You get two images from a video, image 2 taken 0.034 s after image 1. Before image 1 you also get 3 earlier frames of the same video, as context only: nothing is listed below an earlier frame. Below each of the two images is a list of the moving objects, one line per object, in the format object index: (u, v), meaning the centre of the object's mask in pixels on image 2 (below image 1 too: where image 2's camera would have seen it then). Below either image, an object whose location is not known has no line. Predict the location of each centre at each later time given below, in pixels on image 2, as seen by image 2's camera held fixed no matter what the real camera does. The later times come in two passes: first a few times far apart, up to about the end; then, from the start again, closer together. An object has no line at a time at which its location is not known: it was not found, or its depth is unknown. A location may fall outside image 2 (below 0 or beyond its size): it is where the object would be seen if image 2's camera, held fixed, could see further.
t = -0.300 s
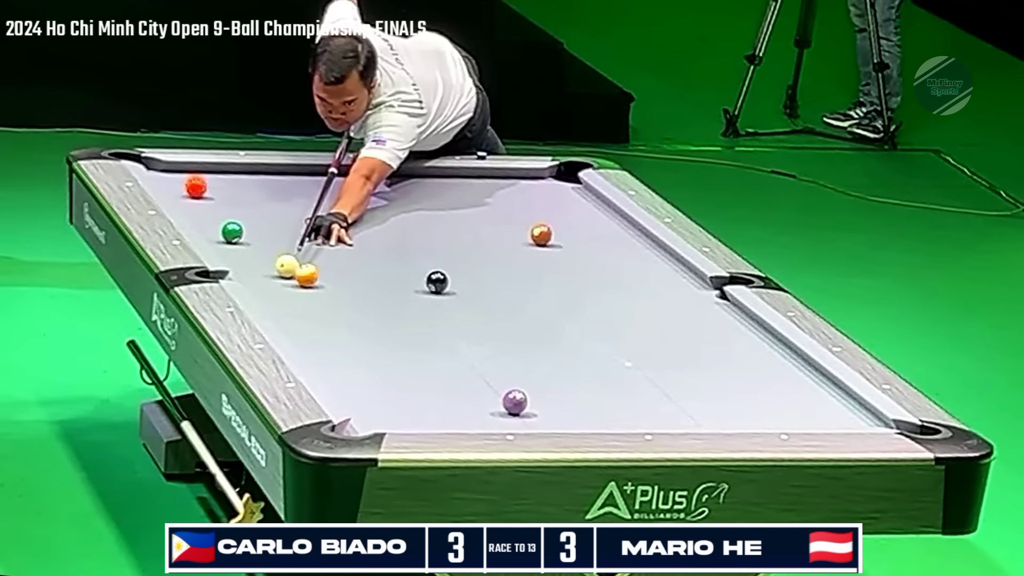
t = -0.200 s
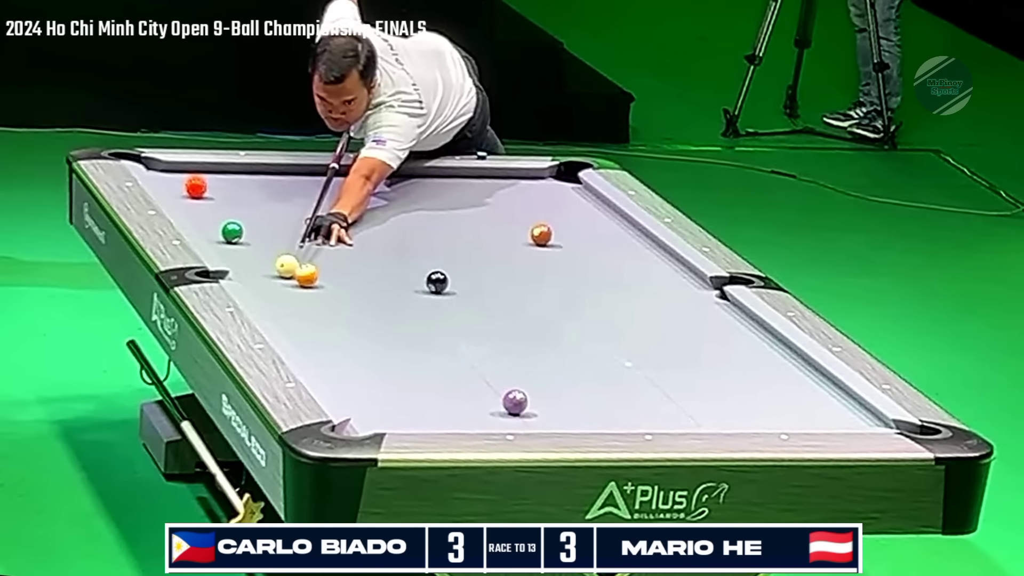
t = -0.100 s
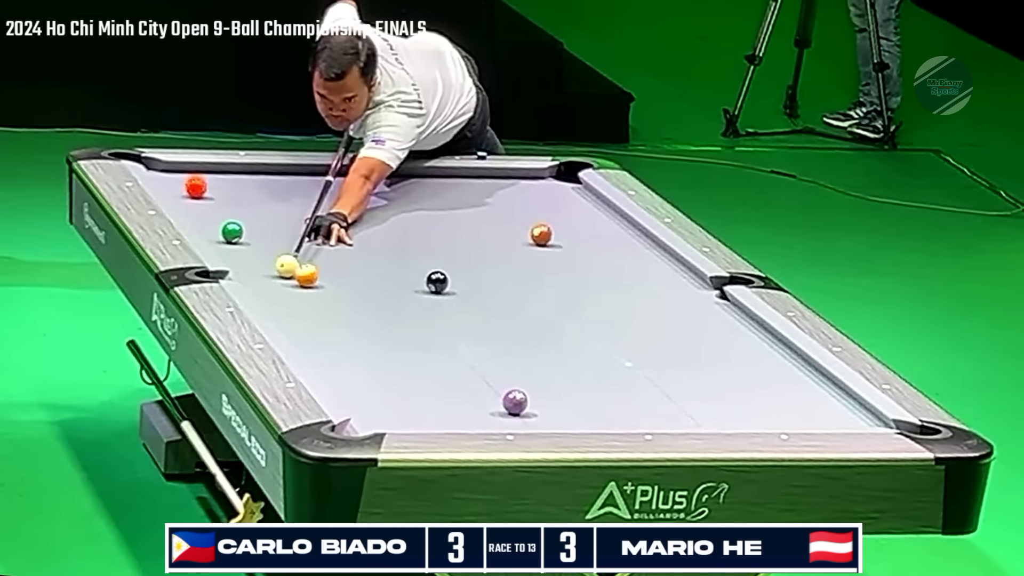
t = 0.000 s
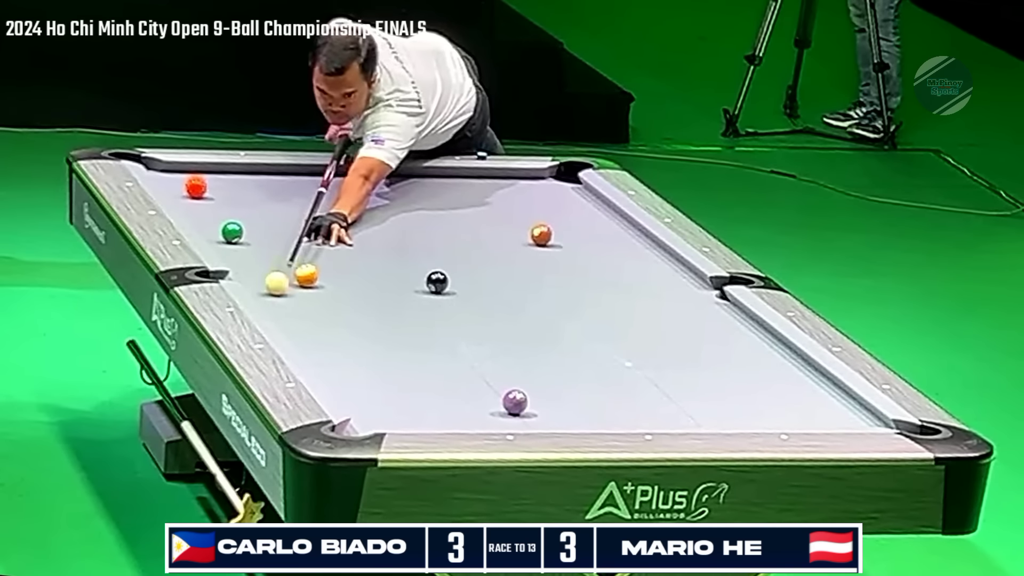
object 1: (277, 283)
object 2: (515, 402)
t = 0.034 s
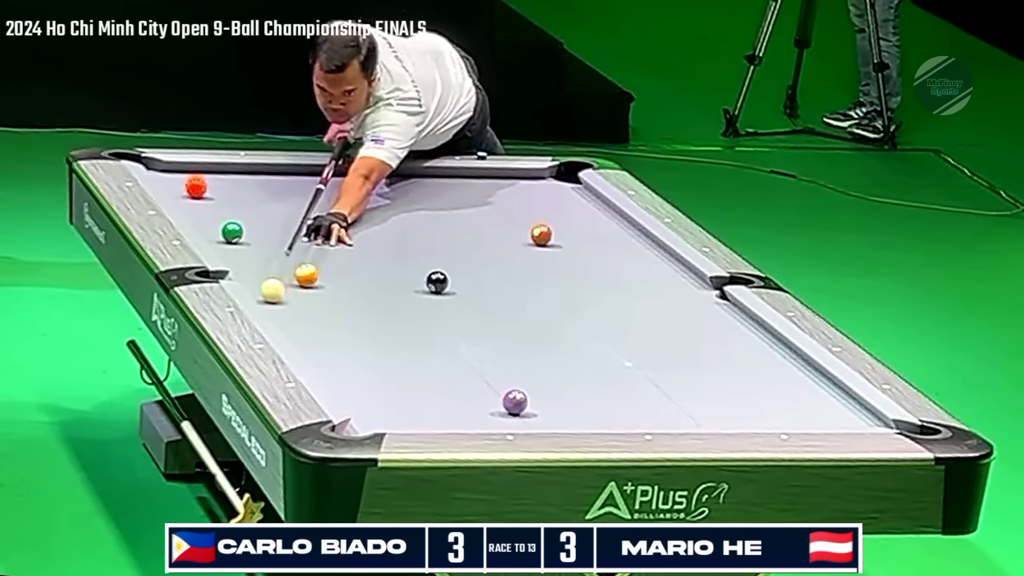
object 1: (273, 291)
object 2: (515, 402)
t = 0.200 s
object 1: (306, 326)
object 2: (515, 402)
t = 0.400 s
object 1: (376, 368)
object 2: (515, 402)
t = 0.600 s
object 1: (449, 413)
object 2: (515, 402)
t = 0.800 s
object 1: (494, 408)
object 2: (516, 401)
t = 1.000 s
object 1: (466, 392)
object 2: (573, 393)
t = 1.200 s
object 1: (447, 380)
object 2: (621, 386)
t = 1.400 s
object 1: (430, 369)
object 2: (665, 379)
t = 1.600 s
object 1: (415, 359)
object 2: (708, 372)
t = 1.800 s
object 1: (399, 349)
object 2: (749, 366)
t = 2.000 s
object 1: (385, 340)
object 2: (789, 361)
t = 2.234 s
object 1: (369, 330)
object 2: (771, 356)
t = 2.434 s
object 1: (356, 321)
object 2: (746, 352)
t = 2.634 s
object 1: (344, 313)
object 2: (722, 349)
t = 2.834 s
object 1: (333, 306)
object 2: (699, 347)
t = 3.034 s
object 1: (322, 299)
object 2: (678, 343)
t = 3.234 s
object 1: (312, 293)
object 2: (657, 341)
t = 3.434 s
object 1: (302, 287)
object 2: (638, 339)
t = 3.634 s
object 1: (293, 281)
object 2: (620, 336)
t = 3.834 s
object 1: (285, 275)
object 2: (603, 334)
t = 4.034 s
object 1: (274, 271)
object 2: (588, 332)
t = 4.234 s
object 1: (266, 266)
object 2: (573, 331)
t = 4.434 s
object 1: (258, 262)
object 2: (561, 329)
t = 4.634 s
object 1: (250, 258)
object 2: (549, 328)
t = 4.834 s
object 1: (243, 255)
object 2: (538, 327)
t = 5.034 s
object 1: (237, 252)
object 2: (529, 325)
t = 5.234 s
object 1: (231, 249)
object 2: (521, 324)
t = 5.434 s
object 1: (225, 246)
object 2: (513, 324)
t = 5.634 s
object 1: (221, 243)
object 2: (507, 323)
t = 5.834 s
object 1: (217, 241)
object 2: (502, 323)
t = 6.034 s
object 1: (212, 238)
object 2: (499, 323)
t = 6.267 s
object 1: (212, 237)
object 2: (496, 322)
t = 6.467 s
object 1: (212, 236)
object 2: (496, 322)
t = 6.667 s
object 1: (211, 235)
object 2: (496, 322)
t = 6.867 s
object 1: (211, 235)
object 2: (495, 322)
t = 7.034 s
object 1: (211, 235)
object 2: (495, 322)
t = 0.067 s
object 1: (268, 298)
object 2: (515, 402)
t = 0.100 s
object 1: (267, 304)
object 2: (515, 402)
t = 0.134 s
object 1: (279, 312)
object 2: (515, 402)
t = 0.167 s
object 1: (293, 320)
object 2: (515, 402)
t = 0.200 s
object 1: (306, 326)
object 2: (515, 402)
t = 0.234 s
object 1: (318, 333)
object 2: (515, 402)
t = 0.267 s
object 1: (330, 340)
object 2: (515, 402)
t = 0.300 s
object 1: (342, 347)
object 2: (515, 402)
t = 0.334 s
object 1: (353, 354)
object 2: (515, 402)
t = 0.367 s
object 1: (364, 361)
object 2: (515, 402)
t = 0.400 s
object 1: (376, 368)
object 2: (515, 402)
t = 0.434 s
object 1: (388, 375)
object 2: (515, 402)
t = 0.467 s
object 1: (400, 383)
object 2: (515, 402)
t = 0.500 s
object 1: (412, 391)
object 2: (515, 402)
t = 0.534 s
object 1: (424, 398)
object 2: (515, 402)
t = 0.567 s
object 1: (437, 406)
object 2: (515, 402)
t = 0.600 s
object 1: (449, 413)
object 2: (515, 402)
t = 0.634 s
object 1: (460, 418)
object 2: (515, 402)
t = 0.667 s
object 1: (474, 422)
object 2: (515, 402)
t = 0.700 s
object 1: (480, 419)
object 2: (515, 402)
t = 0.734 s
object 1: (484, 416)
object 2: (515, 402)
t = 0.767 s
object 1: (488, 413)
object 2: (515, 402)
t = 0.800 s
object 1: (494, 408)
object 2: (516, 401)
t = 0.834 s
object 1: (492, 404)
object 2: (522, 400)
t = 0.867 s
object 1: (486, 401)
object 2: (533, 399)
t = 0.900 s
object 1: (480, 399)
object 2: (544, 397)
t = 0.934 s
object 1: (475, 396)
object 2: (554, 395)
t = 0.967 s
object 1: (470, 394)
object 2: (564, 394)
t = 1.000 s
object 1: (466, 392)
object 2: (573, 393)
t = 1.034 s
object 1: (462, 390)
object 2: (581, 392)
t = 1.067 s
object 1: (460, 388)
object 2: (589, 390)
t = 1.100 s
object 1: (457, 386)
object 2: (597, 389)
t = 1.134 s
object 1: (453, 384)
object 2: (605, 388)
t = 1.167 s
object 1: (450, 382)
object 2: (613, 387)
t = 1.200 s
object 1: (447, 380)
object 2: (621, 386)
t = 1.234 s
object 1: (444, 379)
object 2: (628, 384)
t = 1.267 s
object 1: (442, 376)
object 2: (636, 383)
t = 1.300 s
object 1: (439, 375)
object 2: (643, 382)
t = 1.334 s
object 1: (436, 373)
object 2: (650, 381)
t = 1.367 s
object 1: (433, 371)
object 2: (658, 380)
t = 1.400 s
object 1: (430, 369)
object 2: (665, 379)
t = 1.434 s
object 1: (428, 368)
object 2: (673, 378)
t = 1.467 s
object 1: (425, 366)
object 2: (680, 377)
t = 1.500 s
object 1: (422, 364)
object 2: (687, 376)
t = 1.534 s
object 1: (420, 363)
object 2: (694, 375)
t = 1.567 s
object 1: (417, 360)
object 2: (701, 374)
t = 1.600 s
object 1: (415, 359)
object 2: (708, 372)
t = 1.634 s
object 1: (412, 357)
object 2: (715, 371)
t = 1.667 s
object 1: (409, 355)
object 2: (722, 370)
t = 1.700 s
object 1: (407, 354)
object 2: (729, 369)
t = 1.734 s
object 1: (404, 352)
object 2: (735, 369)
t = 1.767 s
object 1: (402, 350)
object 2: (742, 367)
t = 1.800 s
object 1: (399, 349)
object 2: (749, 366)
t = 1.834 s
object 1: (396, 347)
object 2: (755, 365)
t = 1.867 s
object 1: (394, 346)
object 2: (762, 364)
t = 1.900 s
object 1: (392, 344)
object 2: (769, 364)
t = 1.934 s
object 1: (390, 343)
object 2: (775, 363)
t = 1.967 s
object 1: (387, 341)
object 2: (782, 362)
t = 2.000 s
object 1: (385, 340)
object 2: (789, 361)
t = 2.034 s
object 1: (382, 338)
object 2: (794, 360)
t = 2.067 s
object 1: (380, 337)
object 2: (798, 359)
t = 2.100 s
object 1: (378, 335)
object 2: (791, 358)
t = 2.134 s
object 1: (375, 334)
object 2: (785, 357)
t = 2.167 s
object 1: (373, 332)
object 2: (780, 357)
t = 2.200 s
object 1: (371, 331)
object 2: (776, 356)
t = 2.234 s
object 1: (369, 330)
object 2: (771, 356)
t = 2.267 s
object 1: (366, 328)
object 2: (767, 355)
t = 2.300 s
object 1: (364, 327)
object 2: (763, 355)
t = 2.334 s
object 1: (362, 325)
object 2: (759, 354)
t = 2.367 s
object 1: (360, 324)
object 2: (754, 353)
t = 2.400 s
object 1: (358, 322)
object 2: (750, 353)
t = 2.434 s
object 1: (356, 321)
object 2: (746, 352)
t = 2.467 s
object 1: (354, 320)
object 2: (742, 352)
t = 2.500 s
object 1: (352, 318)
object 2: (738, 351)
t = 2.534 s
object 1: (350, 317)
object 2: (734, 351)
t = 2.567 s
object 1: (348, 316)
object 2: (730, 350)
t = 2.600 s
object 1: (346, 315)
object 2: (726, 350)
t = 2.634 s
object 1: (344, 313)
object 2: (722, 349)
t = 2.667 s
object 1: (342, 312)
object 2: (718, 349)
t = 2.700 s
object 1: (340, 311)
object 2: (714, 348)
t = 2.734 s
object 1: (338, 310)
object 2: (710, 348)
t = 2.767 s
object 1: (337, 308)
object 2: (706, 347)
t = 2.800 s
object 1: (334, 308)
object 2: (702, 347)
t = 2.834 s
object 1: (333, 306)
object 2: (699, 347)
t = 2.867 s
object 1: (331, 305)
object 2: (695, 346)
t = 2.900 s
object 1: (329, 304)
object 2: (692, 345)
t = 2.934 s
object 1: (327, 303)
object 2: (688, 345)
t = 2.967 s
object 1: (325, 302)
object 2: (684, 344)
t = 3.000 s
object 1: (324, 300)
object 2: (680, 344)
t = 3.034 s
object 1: (322, 299)
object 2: (678, 343)
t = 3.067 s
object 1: (320, 298)
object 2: (674, 343)
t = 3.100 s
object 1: (319, 297)
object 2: (671, 342)
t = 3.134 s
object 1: (317, 296)
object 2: (667, 342)
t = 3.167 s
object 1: (315, 295)
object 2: (664, 341)
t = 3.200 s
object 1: (313, 294)
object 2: (660, 341)
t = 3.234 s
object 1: (312, 293)
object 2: (657, 341)
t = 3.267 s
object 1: (310, 292)
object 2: (654, 340)
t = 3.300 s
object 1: (308, 291)
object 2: (650, 340)
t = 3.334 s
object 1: (307, 289)
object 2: (647, 339)
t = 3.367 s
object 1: (305, 289)
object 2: (644, 339)
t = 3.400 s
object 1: (303, 288)
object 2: (641, 339)
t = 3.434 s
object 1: (302, 287)
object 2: (638, 339)
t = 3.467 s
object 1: (300, 286)
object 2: (635, 338)
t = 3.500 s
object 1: (299, 285)
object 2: (632, 338)
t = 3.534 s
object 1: (297, 284)
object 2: (629, 337)
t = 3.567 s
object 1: (296, 283)
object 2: (626, 337)
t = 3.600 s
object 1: (295, 282)
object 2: (623, 337)
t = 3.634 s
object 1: (293, 281)
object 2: (620, 336)
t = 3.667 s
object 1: (292, 280)
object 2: (617, 336)
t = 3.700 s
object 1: (290, 279)
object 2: (614, 335)
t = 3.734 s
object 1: (289, 278)
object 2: (611, 335)
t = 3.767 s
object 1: (287, 277)
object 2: (609, 335)
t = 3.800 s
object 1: (286, 277)
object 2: (606, 335)
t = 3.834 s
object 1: (285, 275)
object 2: (603, 334)
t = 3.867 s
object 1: (283, 275)
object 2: (601, 334)
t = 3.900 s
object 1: (282, 274)
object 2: (598, 333)
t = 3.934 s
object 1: (280, 273)
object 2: (595, 333)
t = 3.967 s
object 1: (278, 272)
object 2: (593, 333)
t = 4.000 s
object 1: (277, 271)
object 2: (590, 332)
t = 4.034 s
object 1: (274, 271)
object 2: (588, 332)
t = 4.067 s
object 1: (273, 270)
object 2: (585, 332)
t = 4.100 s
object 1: (272, 269)
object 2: (583, 332)
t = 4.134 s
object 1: (270, 268)
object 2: (580, 331)
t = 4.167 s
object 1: (269, 267)
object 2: (578, 331)
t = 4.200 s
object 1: (267, 267)
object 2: (576, 331)
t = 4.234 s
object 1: (266, 266)
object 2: (573, 331)
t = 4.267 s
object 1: (265, 266)
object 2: (571, 330)
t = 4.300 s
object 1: (263, 265)
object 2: (569, 330)
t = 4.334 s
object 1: (262, 264)
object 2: (567, 330)
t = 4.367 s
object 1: (260, 263)
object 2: (565, 329)
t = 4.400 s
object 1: (259, 263)
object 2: (563, 329)
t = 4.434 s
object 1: (258, 262)
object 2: (561, 329)
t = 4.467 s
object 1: (256, 262)
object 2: (559, 329)
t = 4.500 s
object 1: (255, 261)
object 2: (557, 328)
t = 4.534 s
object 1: (254, 260)
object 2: (555, 328)
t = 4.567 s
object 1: (253, 260)
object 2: (553, 328)
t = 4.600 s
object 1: (251, 259)
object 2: (551, 328)
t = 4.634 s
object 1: (250, 258)
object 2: (549, 328)
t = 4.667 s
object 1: (249, 258)
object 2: (547, 328)
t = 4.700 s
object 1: (247, 257)
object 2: (545, 327)
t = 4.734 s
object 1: (247, 257)
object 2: (543, 327)
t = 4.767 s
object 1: (246, 256)
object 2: (541, 327)
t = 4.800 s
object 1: (244, 255)
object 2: (540, 327)
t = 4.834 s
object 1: (243, 255)
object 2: (538, 327)
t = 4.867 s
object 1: (242, 254)
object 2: (536, 326)
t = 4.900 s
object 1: (241, 253)
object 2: (535, 326)
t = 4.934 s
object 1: (240, 253)
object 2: (533, 326)
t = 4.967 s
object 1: (239, 253)
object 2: (532, 326)
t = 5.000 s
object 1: (238, 252)
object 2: (531, 325)
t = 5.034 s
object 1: (237, 252)
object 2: (529, 325)
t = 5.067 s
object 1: (236, 251)
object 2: (528, 325)
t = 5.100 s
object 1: (235, 251)
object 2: (526, 325)
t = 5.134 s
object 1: (234, 250)
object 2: (525, 325)
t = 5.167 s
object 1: (233, 250)
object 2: (523, 324)
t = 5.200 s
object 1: (232, 249)
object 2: (522, 324)
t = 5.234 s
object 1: (231, 249)
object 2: (521, 324)
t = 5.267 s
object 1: (230, 248)
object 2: (519, 324)
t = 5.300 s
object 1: (229, 248)
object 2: (518, 324)
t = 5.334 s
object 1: (228, 248)
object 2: (517, 324)
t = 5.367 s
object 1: (227, 247)
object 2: (516, 324)
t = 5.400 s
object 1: (226, 247)
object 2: (515, 324)
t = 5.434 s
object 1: (225, 246)
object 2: (513, 324)
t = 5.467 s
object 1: (224, 246)
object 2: (512, 324)
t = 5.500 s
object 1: (224, 245)
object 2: (511, 324)
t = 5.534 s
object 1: (223, 245)
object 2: (510, 324)
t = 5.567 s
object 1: (222, 244)
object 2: (509, 323)
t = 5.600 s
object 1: (221, 244)
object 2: (508, 324)
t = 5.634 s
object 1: (221, 243)
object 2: (507, 323)
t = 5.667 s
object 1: (220, 243)
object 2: (506, 323)
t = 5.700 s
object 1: (219, 242)
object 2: (506, 323)
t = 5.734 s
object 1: (218, 242)
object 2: (505, 323)
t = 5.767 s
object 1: (218, 242)
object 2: (504, 323)
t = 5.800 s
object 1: (217, 241)
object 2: (503, 323)
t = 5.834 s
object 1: (217, 241)
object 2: (502, 323)
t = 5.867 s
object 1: (216, 240)
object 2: (502, 323)
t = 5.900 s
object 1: (215, 240)
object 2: (501, 323)
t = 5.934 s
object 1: (214, 239)
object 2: (500, 323)
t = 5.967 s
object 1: (213, 238)
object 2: (500, 323)
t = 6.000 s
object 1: (213, 238)
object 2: (499, 323)
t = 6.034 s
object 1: (212, 238)
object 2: (499, 323)
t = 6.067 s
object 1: (212, 237)
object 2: (498, 323)
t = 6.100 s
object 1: (212, 237)
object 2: (498, 323)
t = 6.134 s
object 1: (212, 237)
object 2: (497, 323)
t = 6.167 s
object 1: (212, 237)
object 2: (497, 323)
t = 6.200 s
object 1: (212, 237)
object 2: (497, 323)
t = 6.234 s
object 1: (212, 237)
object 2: (497, 322)
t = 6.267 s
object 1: (212, 237)
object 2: (496, 322)
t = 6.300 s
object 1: (212, 236)
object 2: (496, 322)
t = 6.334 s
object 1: (212, 236)
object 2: (496, 323)
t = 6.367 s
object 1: (212, 236)
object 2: (496, 322)
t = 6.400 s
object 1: (212, 236)
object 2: (496, 322)
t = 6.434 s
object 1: (212, 236)
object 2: (496, 322)
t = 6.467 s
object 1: (212, 236)
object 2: (496, 322)
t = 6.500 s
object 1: (211, 235)
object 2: (496, 322)
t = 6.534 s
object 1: (212, 235)
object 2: (496, 322)
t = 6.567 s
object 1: (211, 235)
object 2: (496, 322)
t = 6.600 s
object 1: (211, 235)
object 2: (496, 322)
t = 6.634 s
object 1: (211, 235)
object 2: (496, 322)
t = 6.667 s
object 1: (211, 235)
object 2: (496, 322)
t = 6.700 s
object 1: (211, 235)
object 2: (496, 322)
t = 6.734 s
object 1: (211, 235)
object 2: (496, 322)
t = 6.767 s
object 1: (211, 235)
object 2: (496, 322)
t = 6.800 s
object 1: (211, 235)
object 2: (496, 322)
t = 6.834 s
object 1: (211, 235)
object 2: (496, 322)
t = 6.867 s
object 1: (211, 235)
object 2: (495, 322)
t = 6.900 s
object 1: (211, 235)
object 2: (495, 323)
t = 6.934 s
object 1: (211, 235)
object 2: (495, 323)
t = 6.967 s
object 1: (211, 235)
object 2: (495, 323)
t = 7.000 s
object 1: (212, 235)
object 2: (495, 323)
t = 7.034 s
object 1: (211, 235)
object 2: (495, 322)
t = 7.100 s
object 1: (211, 235)
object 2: (496, 322)
